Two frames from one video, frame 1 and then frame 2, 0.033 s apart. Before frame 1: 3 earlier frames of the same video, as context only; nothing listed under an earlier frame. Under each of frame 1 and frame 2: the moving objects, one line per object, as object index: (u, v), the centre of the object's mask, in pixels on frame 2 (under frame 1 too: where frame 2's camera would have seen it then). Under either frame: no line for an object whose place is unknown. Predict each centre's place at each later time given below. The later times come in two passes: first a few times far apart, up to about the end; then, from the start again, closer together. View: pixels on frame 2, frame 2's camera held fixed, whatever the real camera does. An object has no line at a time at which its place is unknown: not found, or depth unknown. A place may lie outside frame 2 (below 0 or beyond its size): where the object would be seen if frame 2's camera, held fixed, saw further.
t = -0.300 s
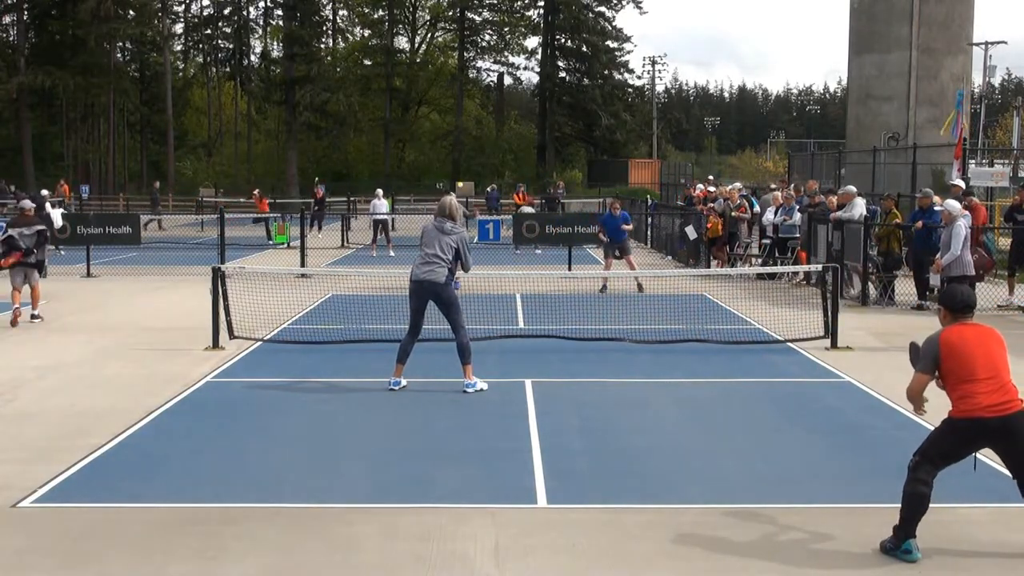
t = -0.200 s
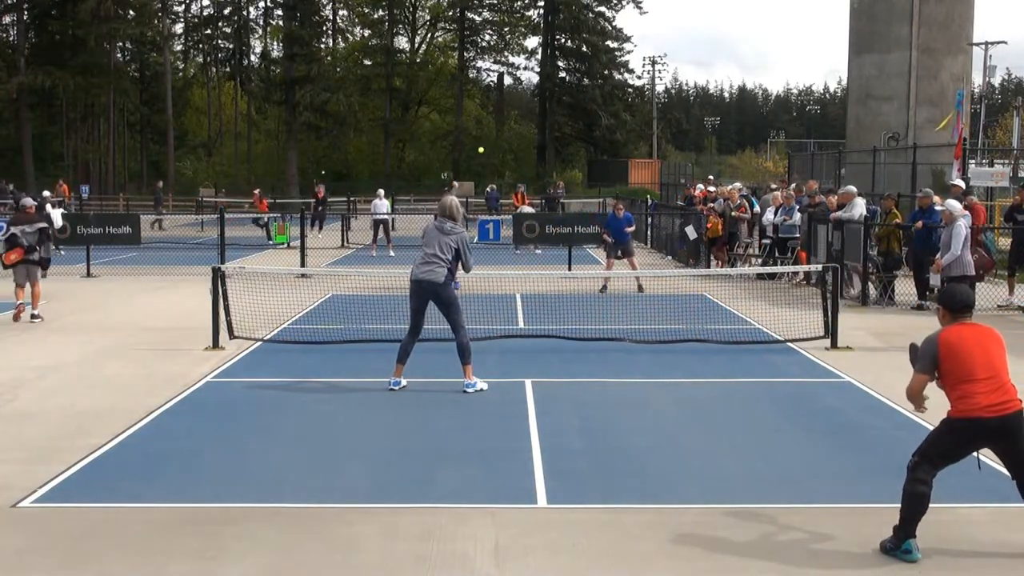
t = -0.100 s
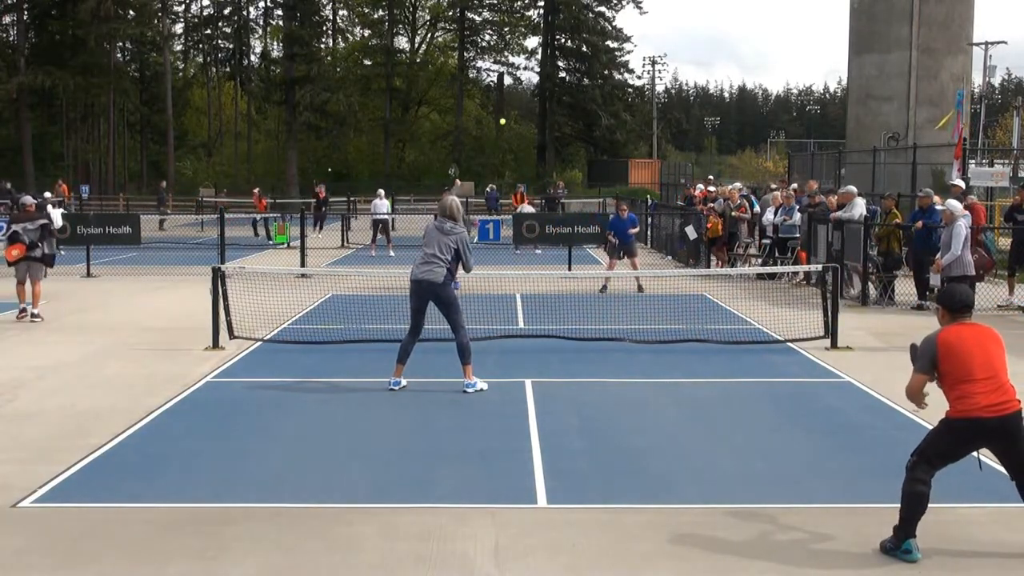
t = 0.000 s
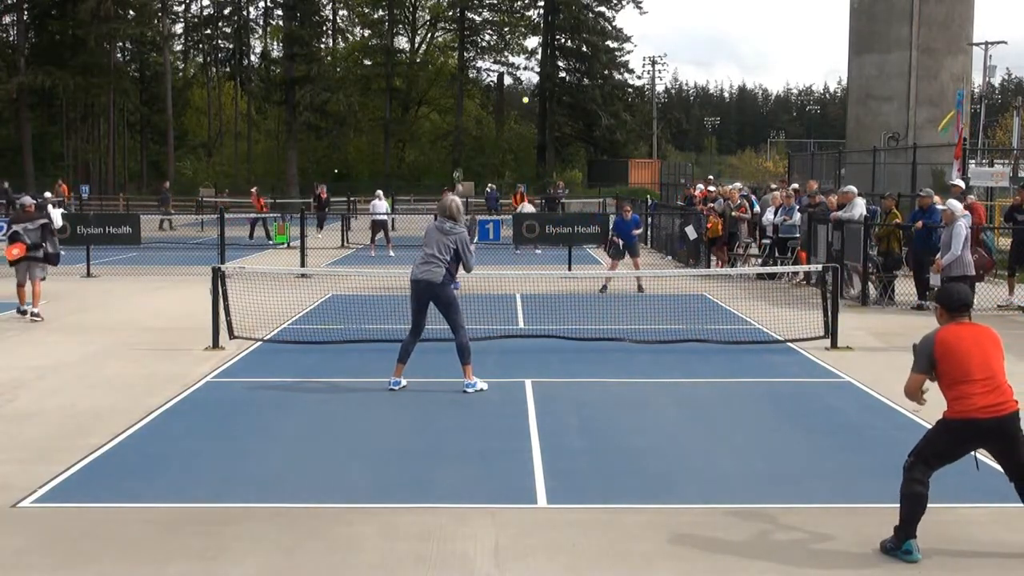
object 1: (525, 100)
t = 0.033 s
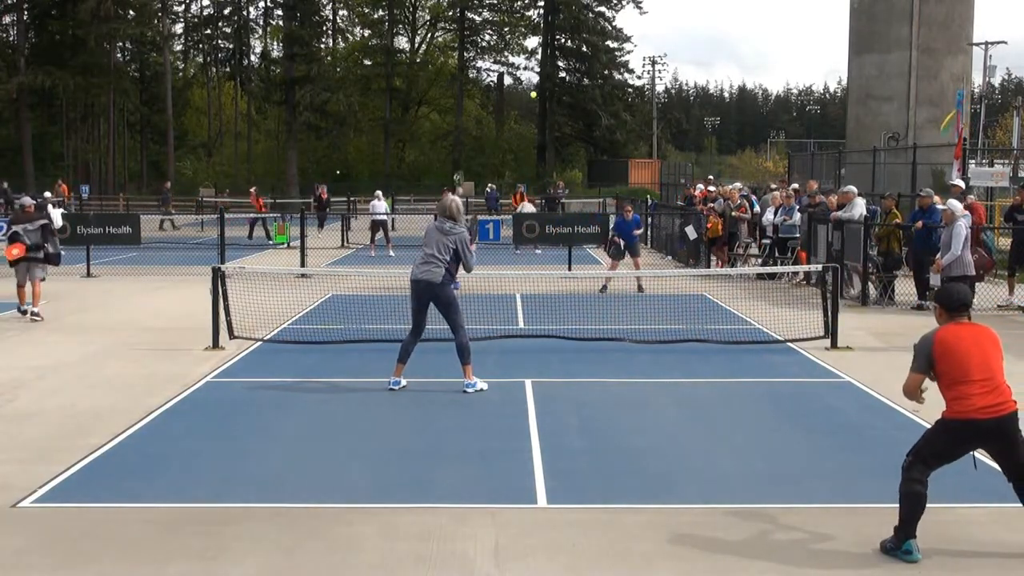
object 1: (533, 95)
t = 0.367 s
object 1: (620, 97)
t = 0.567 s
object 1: (680, 162)
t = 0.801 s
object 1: (761, 319)
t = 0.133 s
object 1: (557, 83)
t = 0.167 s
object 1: (566, 82)
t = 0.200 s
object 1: (574, 81)
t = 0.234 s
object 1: (583, 82)
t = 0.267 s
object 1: (592, 84)
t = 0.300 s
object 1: (601, 87)
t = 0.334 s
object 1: (610, 91)
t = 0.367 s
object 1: (620, 97)
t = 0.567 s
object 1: (680, 162)
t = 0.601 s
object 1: (692, 179)
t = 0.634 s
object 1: (702, 197)
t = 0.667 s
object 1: (714, 218)
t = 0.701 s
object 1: (725, 239)
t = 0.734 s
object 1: (737, 263)
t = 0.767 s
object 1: (749, 289)
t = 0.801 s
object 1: (761, 319)
